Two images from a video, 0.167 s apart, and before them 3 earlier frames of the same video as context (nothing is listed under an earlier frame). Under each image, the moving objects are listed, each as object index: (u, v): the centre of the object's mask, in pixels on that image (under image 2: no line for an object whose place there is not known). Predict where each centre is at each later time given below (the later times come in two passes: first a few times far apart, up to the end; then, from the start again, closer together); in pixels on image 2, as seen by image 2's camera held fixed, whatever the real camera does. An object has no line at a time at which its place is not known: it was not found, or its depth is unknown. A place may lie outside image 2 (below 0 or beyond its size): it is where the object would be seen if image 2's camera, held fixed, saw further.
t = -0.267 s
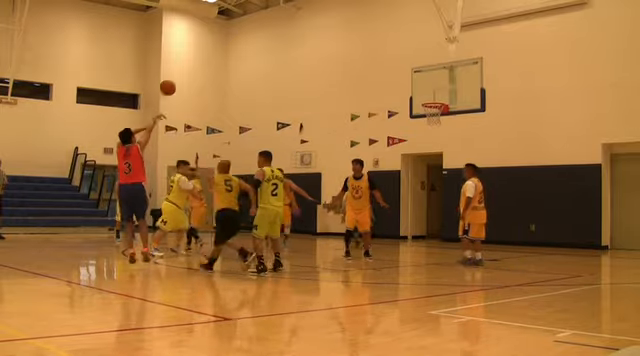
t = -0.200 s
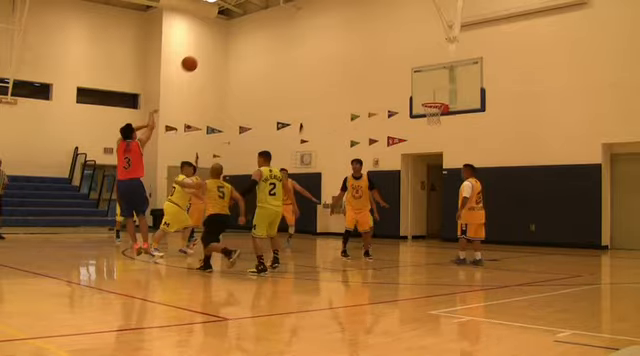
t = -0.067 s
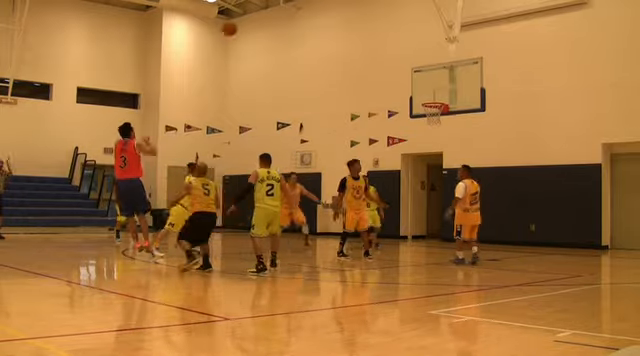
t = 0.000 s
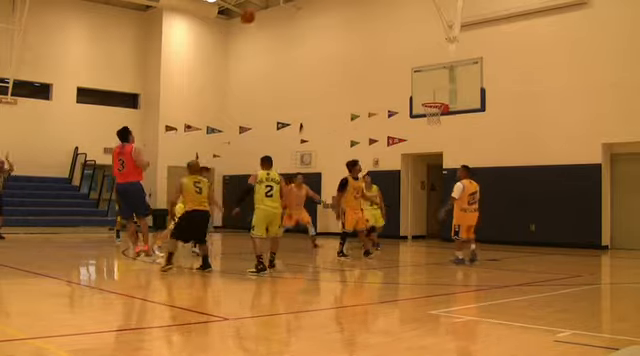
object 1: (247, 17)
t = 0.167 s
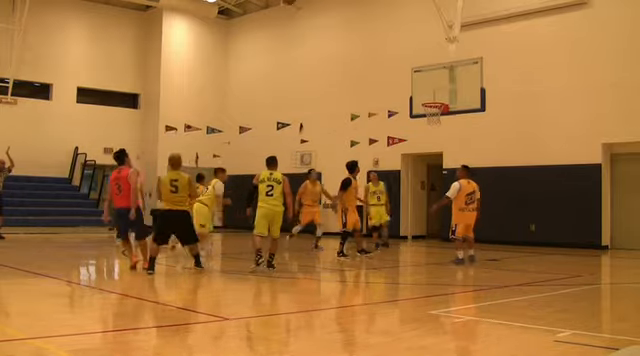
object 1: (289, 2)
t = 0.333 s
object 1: (325, 1)
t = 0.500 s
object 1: (357, 9)
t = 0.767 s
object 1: (401, 53)
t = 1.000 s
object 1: (434, 92)
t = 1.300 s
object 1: (450, 51)
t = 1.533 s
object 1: (456, 48)
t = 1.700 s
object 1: (460, 62)
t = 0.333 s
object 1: (325, 1)
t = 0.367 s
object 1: (332, 2)
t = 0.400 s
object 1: (338, 3)
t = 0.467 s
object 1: (350, 5)
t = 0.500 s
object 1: (357, 9)
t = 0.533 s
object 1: (362, 13)
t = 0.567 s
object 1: (368, 17)
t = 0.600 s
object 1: (374, 22)
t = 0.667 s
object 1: (385, 33)
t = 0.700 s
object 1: (390, 40)
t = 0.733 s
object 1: (396, 46)
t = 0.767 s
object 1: (401, 53)
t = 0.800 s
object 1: (406, 61)
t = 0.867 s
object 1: (416, 77)
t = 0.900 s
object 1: (421, 86)
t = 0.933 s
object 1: (425, 94)
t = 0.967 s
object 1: (429, 99)
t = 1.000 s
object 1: (434, 92)
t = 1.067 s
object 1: (442, 79)
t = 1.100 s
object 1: (446, 73)
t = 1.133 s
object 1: (446, 68)
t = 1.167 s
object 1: (447, 64)
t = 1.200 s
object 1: (448, 60)
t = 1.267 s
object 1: (449, 54)
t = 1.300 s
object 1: (450, 51)
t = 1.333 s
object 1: (451, 49)
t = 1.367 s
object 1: (452, 48)
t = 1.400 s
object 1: (452, 46)
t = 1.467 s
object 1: (454, 46)
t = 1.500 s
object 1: (455, 47)
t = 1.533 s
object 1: (456, 48)
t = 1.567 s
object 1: (457, 50)
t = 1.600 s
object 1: (457, 52)
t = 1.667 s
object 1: (459, 59)
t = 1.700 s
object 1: (460, 62)
